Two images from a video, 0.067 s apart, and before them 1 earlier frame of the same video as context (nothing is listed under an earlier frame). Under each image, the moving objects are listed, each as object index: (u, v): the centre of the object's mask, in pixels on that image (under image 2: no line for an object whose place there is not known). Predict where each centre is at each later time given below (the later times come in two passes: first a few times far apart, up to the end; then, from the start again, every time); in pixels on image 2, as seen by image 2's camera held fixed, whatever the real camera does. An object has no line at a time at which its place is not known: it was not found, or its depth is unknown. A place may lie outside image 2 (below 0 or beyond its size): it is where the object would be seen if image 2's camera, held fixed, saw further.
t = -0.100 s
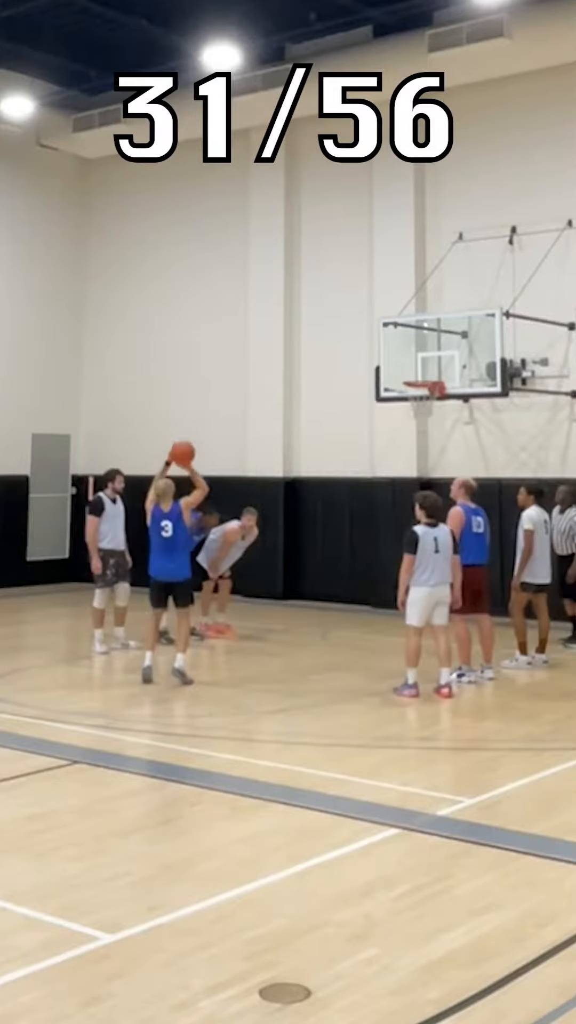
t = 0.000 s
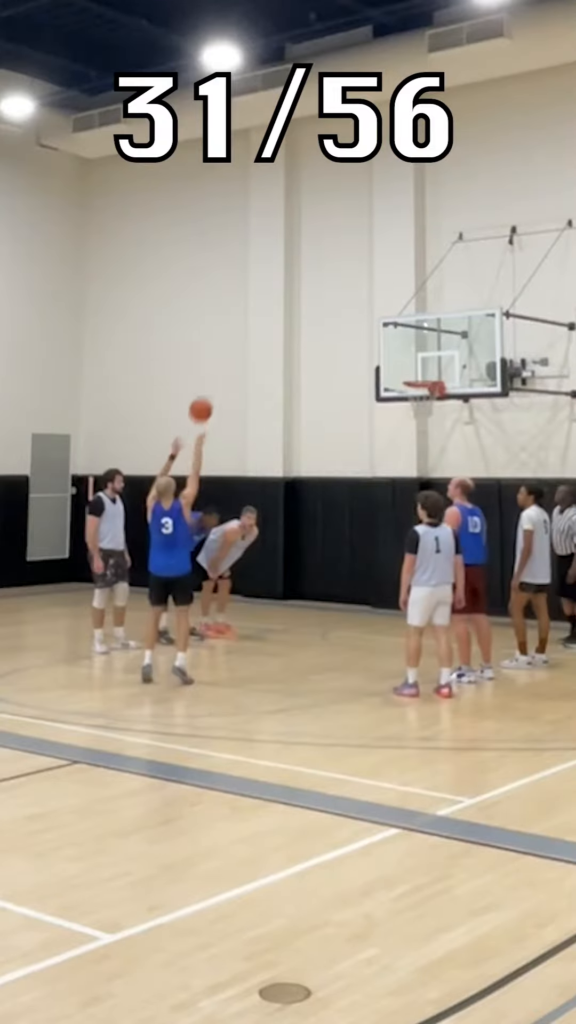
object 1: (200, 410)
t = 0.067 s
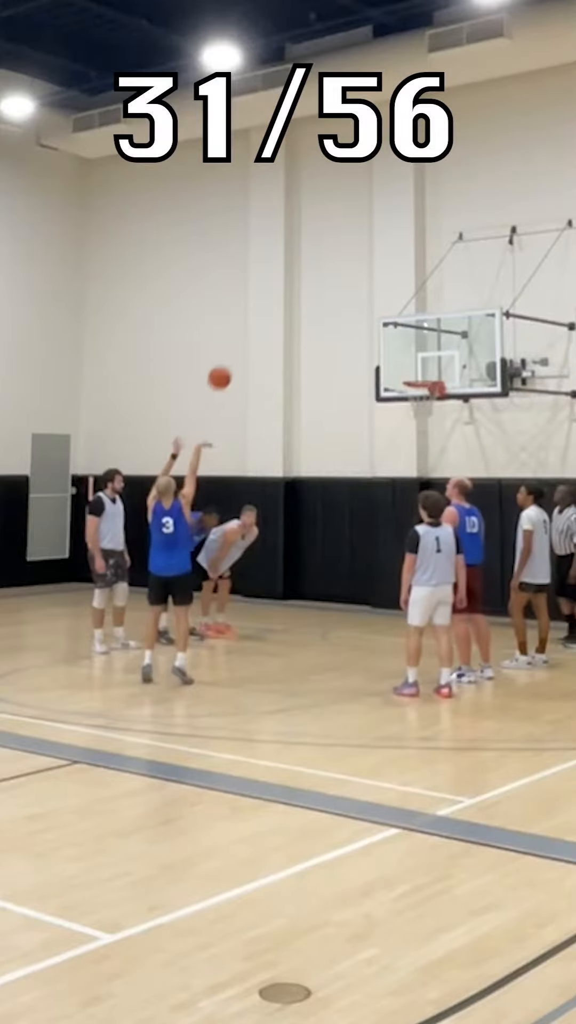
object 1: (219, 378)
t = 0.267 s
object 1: (271, 312)
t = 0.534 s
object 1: (331, 287)
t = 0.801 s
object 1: (383, 320)
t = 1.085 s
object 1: (430, 402)
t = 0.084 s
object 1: (223, 370)
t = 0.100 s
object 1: (228, 363)
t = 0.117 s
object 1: (233, 357)
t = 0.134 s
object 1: (237, 350)
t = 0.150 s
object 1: (241, 345)
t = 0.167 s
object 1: (245, 340)
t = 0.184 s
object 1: (250, 334)
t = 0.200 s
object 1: (254, 329)
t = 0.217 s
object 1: (258, 325)
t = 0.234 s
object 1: (262, 320)
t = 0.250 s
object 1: (266, 316)
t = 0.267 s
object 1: (271, 312)
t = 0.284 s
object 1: (274, 309)
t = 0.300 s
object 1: (279, 306)
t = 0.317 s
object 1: (283, 303)
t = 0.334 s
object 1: (286, 300)
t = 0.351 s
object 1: (290, 298)
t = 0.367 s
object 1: (294, 296)
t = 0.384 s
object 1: (298, 294)
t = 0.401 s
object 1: (302, 292)
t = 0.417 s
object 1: (305, 291)
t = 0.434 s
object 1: (309, 289)
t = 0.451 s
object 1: (313, 288)
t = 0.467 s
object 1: (317, 288)
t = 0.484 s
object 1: (320, 287)
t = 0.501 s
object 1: (323, 287)
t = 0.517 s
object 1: (327, 287)
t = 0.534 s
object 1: (331, 287)
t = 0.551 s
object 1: (334, 288)
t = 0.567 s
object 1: (338, 288)
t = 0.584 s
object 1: (341, 289)
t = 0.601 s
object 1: (344, 290)
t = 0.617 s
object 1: (348, 292)
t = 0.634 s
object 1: (351, 293)
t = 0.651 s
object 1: (355, 295)
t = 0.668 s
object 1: (358, 297)
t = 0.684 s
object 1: (361, 299)
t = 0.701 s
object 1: (364, 301)
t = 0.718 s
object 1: (368, 304)
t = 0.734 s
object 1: (371, 307)
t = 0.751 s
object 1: (374, 310)
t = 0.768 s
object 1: (377, 313)
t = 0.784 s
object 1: (380, 317)
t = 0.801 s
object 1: (383, 320)
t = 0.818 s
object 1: (386, 323)
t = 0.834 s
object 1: (389, 327)
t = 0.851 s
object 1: (393, 332)
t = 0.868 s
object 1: (396, 336)
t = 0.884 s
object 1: (399, 341)
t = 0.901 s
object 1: (402, 345)
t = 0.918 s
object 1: (405, 350)
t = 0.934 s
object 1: (408, 355)
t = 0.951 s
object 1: (411, 360)
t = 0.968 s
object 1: (414, 366)
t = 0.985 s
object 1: (417, 371)
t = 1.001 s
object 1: (420, 377)
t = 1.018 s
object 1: (424, 382)
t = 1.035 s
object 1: (427, 390)
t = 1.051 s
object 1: (428, 394)
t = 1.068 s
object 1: (429, 399)
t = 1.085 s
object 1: (430, 402)
